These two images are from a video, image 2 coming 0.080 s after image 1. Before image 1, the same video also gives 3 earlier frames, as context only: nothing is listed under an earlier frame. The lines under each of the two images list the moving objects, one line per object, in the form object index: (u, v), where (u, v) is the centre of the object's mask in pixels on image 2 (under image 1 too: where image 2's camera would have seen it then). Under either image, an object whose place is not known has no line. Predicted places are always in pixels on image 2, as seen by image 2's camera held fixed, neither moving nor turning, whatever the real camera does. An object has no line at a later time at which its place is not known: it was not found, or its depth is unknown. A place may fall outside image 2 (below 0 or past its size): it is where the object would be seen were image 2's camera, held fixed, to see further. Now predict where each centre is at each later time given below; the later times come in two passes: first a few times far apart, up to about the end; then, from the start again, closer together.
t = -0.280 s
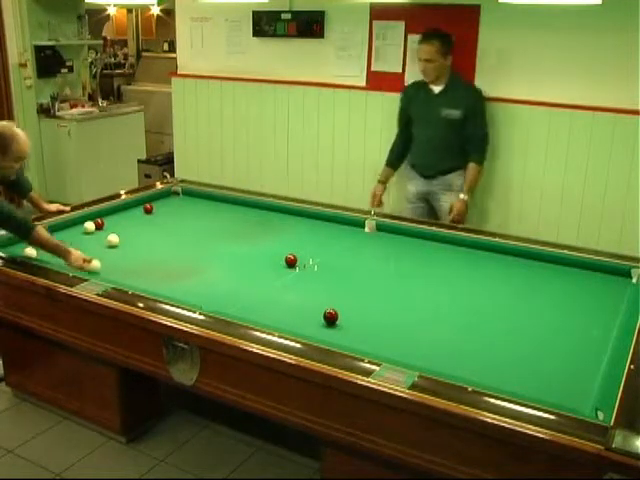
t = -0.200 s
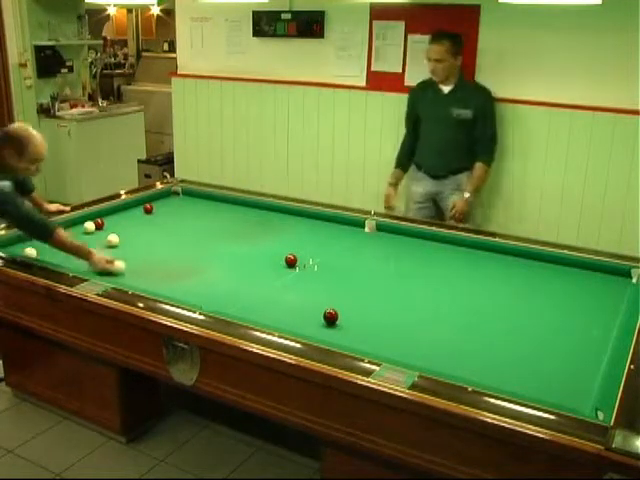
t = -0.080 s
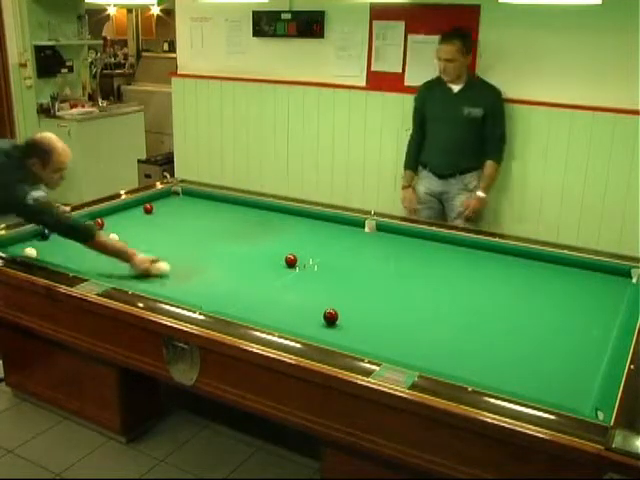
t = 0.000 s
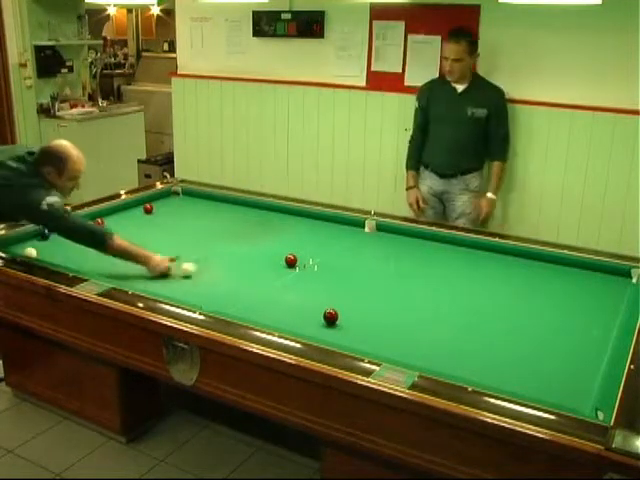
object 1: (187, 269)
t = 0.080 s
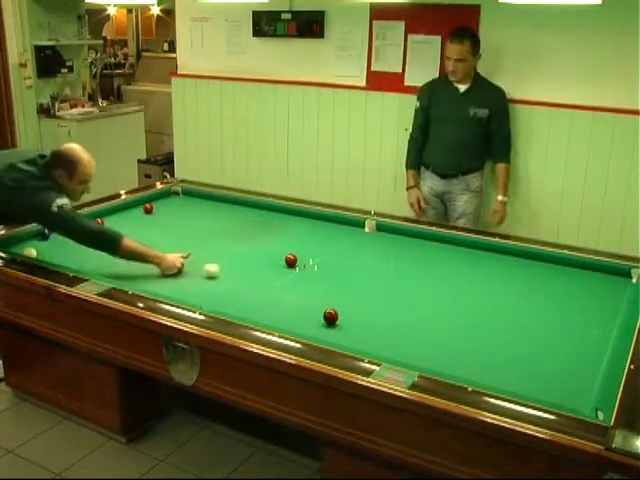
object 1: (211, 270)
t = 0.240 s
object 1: (257, 272)
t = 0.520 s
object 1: (337, 274)
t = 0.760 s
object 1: (406, 276)
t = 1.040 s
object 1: (484, 279)
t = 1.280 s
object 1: (550, 280)
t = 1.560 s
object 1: (624, 283)
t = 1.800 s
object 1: (593, 270)
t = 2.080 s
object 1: (557, 263)
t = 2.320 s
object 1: (528, 261)
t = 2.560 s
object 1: (498, 259)
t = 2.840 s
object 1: (466, 256)
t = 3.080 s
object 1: (439, 254)
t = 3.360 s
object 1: (408, 252)
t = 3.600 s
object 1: (383, 249)
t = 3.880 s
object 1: (355, 247)
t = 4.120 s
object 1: (331, 246)
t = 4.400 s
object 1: (304, 244)
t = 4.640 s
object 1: (282, 242)
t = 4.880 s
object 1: (262, 240)
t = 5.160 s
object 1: (238, 238)
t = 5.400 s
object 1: (219, 237)
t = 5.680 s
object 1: (198, 236)
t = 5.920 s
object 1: (180, 234)
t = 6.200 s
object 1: (161, 233)
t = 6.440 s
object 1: (145, 231)
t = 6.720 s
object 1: (128, 230)
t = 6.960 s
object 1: (113, 228)
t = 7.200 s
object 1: (100, 227)
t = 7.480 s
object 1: (97, 227)
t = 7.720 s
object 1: (95, 227)
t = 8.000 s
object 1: (93, 226)
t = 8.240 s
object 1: (91, 226)
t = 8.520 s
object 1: (90, 226)
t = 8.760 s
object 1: (90, 226)
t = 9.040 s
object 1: (90, 226)
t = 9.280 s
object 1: (90, 226)
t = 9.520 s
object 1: (90, 226)
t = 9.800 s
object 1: (90, 226)
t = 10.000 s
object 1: (90, 226)
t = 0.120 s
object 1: (222, 271)
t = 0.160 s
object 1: (234, 271)
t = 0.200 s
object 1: (245, 272)
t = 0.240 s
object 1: (257, 272)
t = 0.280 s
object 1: (268, 272)
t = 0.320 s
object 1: (279, 272)
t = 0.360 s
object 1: (291, 273)
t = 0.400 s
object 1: (303, 273)
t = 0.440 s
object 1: (314, 274)
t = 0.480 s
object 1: (326, 274)
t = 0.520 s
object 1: (337, 274)
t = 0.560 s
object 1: (349, 275)
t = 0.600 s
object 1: (360, 275)
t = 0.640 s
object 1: (372, 275)
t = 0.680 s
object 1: (383, 275)
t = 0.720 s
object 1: (395, 276)
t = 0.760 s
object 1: (406, 276)
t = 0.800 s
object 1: (417, 277)
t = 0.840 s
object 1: (429, 277)
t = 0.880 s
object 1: (440, 277)
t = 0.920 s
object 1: (451, 278)
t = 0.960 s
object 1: (462, 278)
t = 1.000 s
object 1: (473, 278)
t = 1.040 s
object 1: (484, 279)
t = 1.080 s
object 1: (495, 279)
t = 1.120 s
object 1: (505, 279)
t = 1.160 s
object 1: (517, 280)
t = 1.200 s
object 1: (528, 280)
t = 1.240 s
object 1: (539, 280)
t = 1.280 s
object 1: (550, 280)
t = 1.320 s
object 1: (561, 281)
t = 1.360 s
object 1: (572, 281)
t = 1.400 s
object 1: (582, 281)
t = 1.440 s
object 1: (593, 282)
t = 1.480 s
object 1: (604, 282)
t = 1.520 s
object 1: (614, 283)
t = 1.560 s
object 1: (624, 283)
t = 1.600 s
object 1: (623, 281)
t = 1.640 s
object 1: (616, 279)
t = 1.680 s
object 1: (610, 276)
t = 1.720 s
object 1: (604, 274)
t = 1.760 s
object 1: (599, 272)
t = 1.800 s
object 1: (593, 270)
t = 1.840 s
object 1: (588, 268)
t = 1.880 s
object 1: (583, 266)
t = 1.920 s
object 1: (577, 264)
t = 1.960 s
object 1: (572, 264)
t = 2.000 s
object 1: (567, 264)
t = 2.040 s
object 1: (562, 264)
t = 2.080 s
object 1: (557, 263)
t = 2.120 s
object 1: (552, 263)
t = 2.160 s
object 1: (547, 262)
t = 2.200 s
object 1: (542, 262)
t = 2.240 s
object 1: (537, 262)
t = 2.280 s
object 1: (532, 261)
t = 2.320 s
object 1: (528, 261)
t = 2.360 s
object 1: (522, 261)
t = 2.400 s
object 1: (518, 260)
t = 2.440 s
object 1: (513, 260)
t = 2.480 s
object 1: (508, 259)
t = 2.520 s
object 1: (503, 259)
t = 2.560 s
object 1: (498, 259)
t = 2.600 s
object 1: (494, 258)
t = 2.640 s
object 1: (489, 258)
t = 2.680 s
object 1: (485, 257)
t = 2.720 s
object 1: (480, 257)
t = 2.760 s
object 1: (475, 257)
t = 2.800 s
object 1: (470, 256)
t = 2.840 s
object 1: (466, 256)
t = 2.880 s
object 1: (462, 256)
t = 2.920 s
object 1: (457, 255)
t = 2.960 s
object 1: (453, 255)
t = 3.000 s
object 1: (448, 254)
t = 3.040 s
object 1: (443, 254)
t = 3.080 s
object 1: (439, 254)
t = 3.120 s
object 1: (435, 253)
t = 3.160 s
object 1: (430, 253)
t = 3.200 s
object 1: (425, 253)
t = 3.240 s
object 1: (421, 252)
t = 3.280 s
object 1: (417, 252)
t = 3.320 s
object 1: (412, 252)
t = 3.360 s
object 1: (408, 252)
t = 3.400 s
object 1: (404, 251)
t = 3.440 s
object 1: (400, 251)
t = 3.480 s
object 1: (395, 251)
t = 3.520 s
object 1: (391, 250)
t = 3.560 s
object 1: (387, 249)
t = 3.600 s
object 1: (383, 249)
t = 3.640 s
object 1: (378, 249)
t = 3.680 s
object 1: (375, 249)
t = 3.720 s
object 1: (371, 249)
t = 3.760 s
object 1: (366, 248)
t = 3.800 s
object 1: (363, 248)
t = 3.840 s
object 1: (359, 248)
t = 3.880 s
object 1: (355, 247)
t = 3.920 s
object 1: (351, 247)
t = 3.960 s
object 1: (347, 247)
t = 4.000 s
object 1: (343, 247)
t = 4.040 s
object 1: (339, 246)
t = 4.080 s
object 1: (335, 246)
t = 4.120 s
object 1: (331, 246)
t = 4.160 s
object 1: (327, 246)
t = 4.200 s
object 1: (323, 245)
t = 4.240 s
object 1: (320, 245)
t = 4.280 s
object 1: (316, 244)
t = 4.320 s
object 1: (312, 244)
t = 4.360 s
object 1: (308, 244)
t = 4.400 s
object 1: (304, 244)
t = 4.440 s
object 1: (301, 243)
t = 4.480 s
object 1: (297, 243)
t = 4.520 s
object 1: (293, 243)
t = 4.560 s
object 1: (290, 242)
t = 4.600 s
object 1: (286, 242)
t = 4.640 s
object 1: (282, 242)
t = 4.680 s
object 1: (279, 241)
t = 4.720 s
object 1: (275, 241)
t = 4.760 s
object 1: (272, 241)
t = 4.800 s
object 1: (269, 241)
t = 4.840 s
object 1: (265, 241)
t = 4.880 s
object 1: (262, 240)
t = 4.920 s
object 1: (258, 240)
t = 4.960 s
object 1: (255, 240)
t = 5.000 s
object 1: (252, 240)
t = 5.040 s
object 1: (248, 240)
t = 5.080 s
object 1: (245, 239)
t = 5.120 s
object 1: (241, 239)
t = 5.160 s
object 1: (238, 238)
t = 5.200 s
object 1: (235, 238)
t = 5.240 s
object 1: (232, 238)
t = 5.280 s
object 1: (229, 238)
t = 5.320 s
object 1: (225, 238)
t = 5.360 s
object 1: (222, 237)
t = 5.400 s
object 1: (219, 237)
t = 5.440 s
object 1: (216, 237)
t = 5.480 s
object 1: (212, 237)
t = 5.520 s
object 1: (210, 236)
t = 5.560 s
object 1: (207, 236)
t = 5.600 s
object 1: (204, 236)
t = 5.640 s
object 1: (200, 236)
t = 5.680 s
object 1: (198, 236)
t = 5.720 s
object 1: (195, 235)
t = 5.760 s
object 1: (192, 235)
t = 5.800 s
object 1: (190, 235)
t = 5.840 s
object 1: (186, 235)
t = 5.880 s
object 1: (183, 234)
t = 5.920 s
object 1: (180, 234)
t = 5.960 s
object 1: (177, 234)
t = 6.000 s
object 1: (175, 234)
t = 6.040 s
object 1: (172, 233)
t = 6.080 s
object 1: (169, 233)
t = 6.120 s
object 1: (166, 233)
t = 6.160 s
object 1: (164, 233)
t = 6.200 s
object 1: (161, 233)
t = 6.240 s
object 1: (158, 232)
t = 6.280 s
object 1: (156, 232)
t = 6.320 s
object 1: (153, 232)
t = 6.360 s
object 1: (150, 232)
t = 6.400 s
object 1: (148, 232)
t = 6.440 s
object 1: (145, 231)
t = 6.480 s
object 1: (142, 232)
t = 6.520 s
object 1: (140, 231)
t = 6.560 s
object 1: (137, 231)
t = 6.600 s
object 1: (135, 231)
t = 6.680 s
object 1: (130, 230)
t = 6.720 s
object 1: (128, 230)
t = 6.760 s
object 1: (125, 230)
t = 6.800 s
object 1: (123, 230)
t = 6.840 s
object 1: (120, 229)
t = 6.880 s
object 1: (118, 229)
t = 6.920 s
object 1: (116, 228)
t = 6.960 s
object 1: (113, 228)
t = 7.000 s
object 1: (111, 228)
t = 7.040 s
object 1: (108, 228)
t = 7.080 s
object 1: (106, 228)
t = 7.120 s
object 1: (104, 228)
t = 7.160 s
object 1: (101, 228)
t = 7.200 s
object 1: (100, 227)
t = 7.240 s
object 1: (99, 228)
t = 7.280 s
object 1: (98, 227)
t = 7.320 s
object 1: (98, 227)
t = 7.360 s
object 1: (97, 227)
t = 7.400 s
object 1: (97, 227)
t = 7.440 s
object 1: (96, 227)
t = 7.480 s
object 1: (97, 227)
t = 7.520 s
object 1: (96, 227)
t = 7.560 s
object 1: (96, 227)
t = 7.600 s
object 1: (95, 227)
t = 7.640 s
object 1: (95, 227)
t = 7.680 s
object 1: (95, 227)
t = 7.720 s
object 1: (95, 227)
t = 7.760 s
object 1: (94, 227)
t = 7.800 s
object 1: (94, 227)
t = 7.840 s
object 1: (94, 226)
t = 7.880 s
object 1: (94, 226)
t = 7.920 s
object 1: (94, 226)
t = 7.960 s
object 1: (93, 226)
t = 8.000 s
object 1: (93, 226)
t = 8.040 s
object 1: (93, 226)
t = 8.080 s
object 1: (92, 226)
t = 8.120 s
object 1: (92, 226)
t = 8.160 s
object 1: (92, 226)
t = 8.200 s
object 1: (91, 226)
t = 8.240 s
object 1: (91, 226)
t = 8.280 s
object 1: (91, 226)
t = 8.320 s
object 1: (91, 226)
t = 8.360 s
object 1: (91, 226)
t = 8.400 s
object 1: (91, 226)
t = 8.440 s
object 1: (90, 226)
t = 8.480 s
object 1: (90, 226)
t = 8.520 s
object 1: (90, 226)
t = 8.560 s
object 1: (90, 226)
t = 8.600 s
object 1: (90, 226)
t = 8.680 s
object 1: (90, 226)
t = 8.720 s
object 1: (90, 226)
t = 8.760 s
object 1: (90, 226)
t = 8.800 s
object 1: (90, 226)
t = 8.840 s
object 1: (90, 226)
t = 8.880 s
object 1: (90, 226)
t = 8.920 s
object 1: (90, 226)
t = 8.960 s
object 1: (90, 226)
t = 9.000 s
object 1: (90, 226)
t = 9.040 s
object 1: (90, 226)
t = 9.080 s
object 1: (90, 226)
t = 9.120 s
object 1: (90, 226)
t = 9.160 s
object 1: (90, 226)
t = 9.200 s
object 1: (90, 226)
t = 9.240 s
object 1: (90, 226)
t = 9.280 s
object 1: (90, 226)
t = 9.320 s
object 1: (90, 226)
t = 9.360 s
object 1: (90, 226)
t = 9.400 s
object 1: (90, 226)
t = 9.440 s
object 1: (90, 226)
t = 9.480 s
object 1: (90, 226)
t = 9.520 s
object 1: (90, 226)
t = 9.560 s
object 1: (90, 226)
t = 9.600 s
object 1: (90, 226)
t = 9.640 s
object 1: (90, 226)
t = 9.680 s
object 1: (90, 226)
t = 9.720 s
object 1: (90, 226)
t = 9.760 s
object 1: (90, 226)
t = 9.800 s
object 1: (90, 226)
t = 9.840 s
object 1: (90, 226)
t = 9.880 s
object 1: (90, 226)
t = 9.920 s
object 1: (90, 226)
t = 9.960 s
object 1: (90, 226)
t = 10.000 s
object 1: (90, 226)
